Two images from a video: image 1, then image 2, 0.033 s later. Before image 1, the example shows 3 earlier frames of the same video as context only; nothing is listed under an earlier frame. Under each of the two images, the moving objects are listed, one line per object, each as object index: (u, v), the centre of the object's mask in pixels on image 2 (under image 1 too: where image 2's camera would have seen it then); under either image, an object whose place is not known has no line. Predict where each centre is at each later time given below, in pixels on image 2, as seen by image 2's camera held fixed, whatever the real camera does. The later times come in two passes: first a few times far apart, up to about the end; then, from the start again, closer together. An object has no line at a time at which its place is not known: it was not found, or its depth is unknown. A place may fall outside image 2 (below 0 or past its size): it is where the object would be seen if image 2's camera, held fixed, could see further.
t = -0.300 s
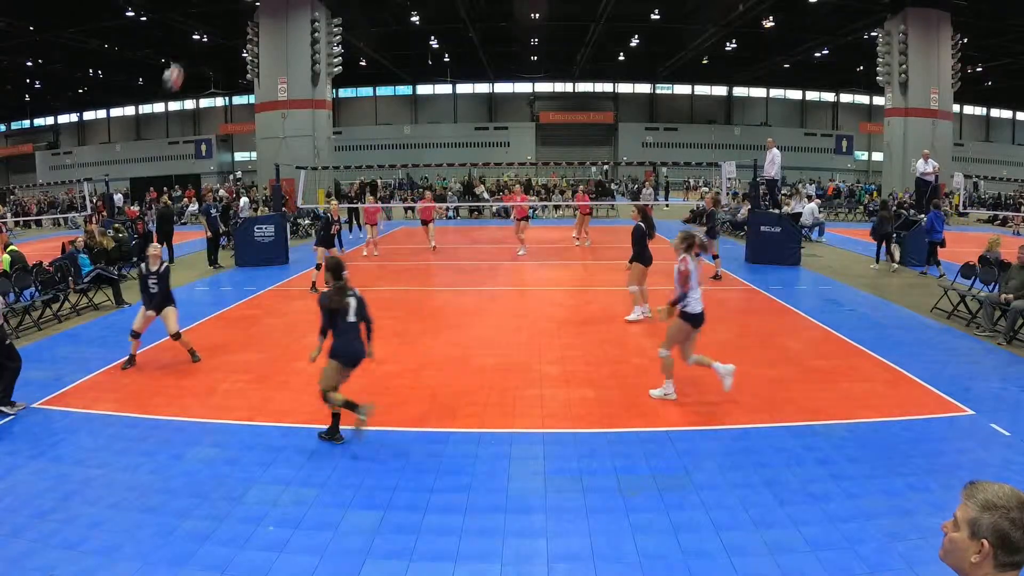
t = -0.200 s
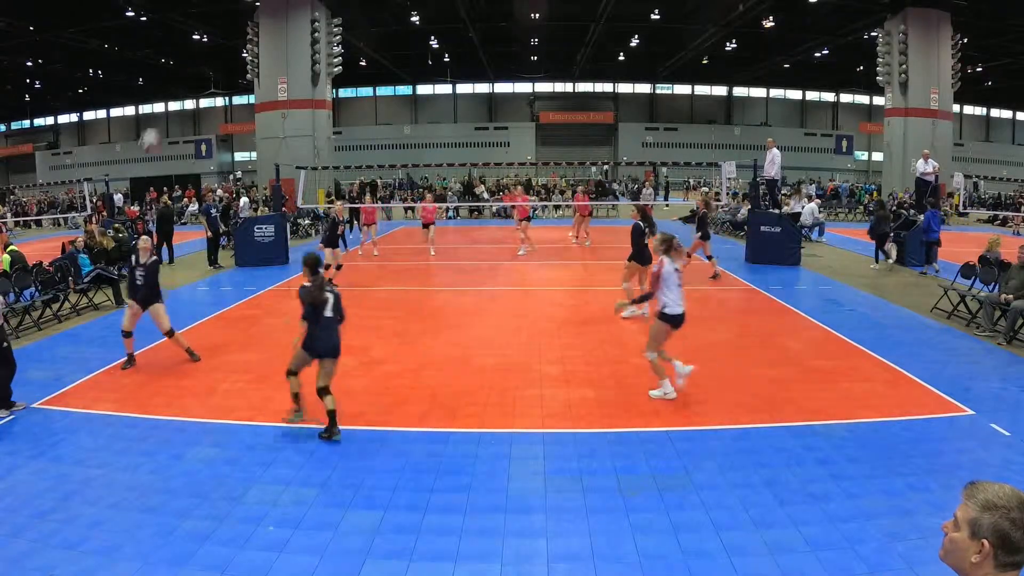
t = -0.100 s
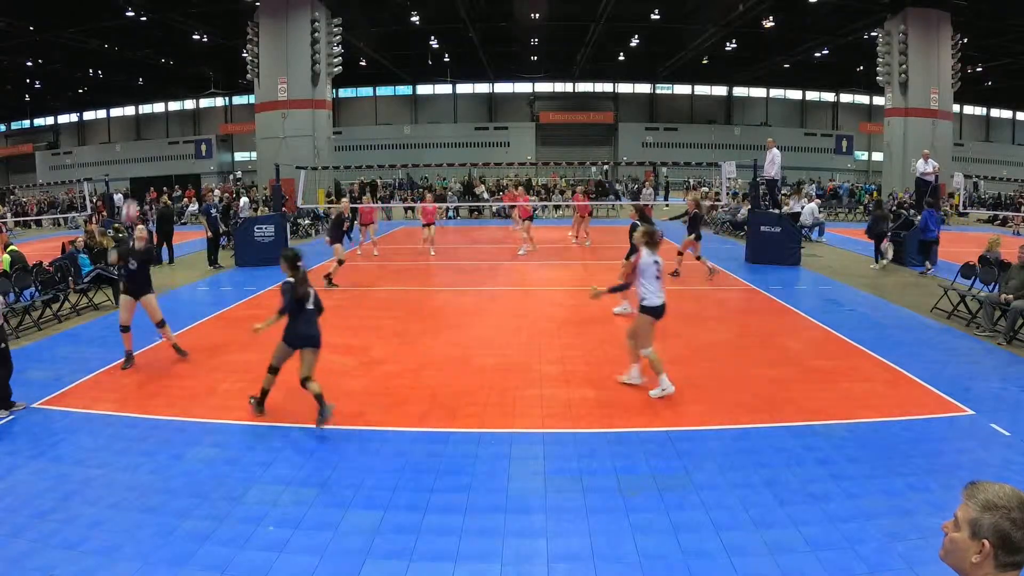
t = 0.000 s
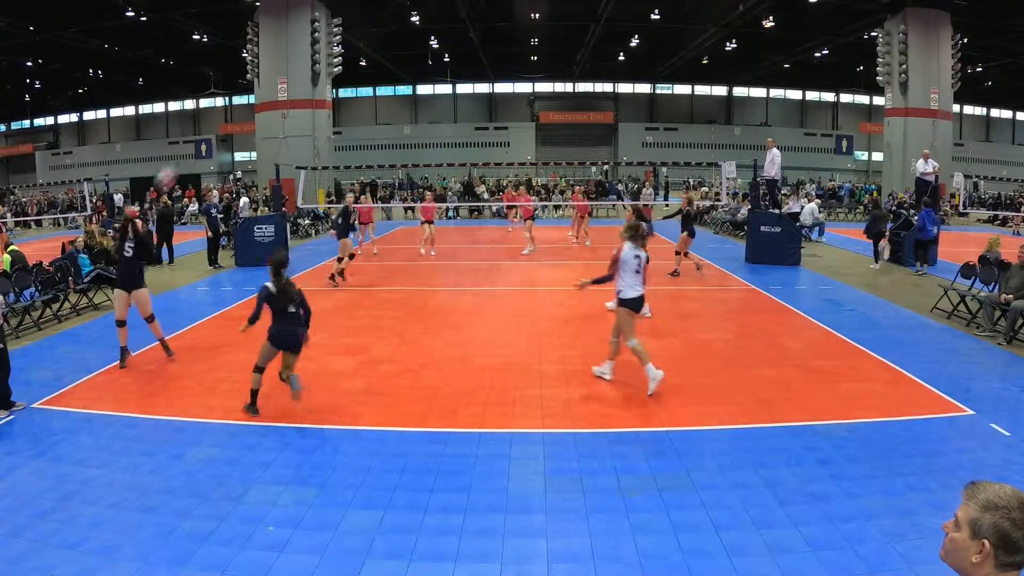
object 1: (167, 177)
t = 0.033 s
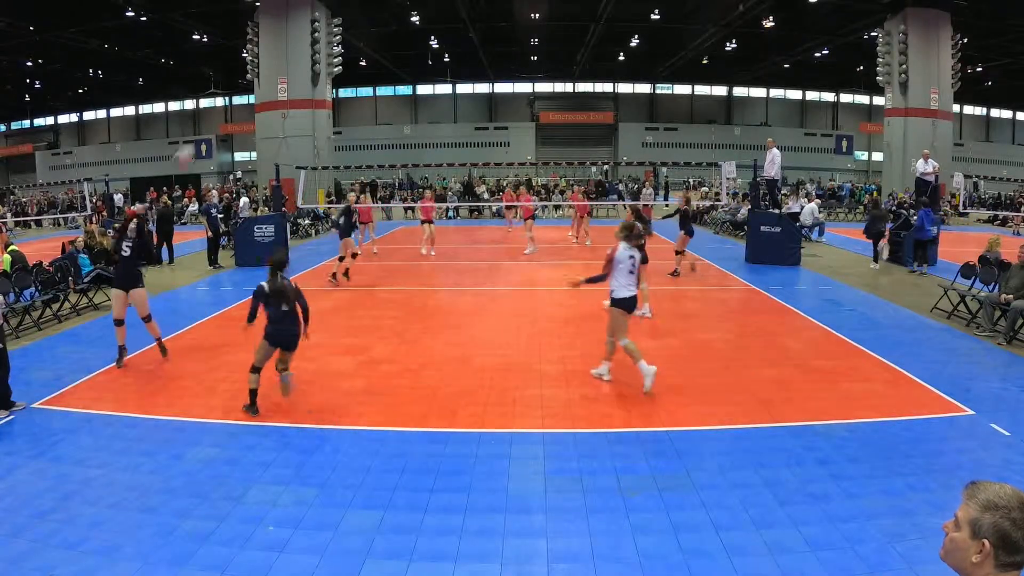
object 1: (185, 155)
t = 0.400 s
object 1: (352, 30)
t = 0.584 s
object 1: (414, 20)
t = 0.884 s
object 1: (488, 48)
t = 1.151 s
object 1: (536, 101)
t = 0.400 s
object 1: (352, 30)
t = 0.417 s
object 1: (358, 29)
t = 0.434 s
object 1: (364, 26)
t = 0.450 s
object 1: (370, 25)
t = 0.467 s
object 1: (376, 24)
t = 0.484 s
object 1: (381, 23)
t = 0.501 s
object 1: (387, 22)
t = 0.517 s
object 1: (393, 21)
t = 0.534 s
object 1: (398, 21)
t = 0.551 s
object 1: (403, 21)
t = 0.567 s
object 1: (407, 20)
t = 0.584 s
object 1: (414, 20)
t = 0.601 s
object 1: (418, 21)
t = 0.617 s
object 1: (424, 21)
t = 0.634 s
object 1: (427, 22)
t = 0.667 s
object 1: (437, 24)
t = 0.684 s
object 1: (441, 25)
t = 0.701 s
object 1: (445, 26)
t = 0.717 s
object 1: (450, 27)
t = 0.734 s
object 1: (454, 29)
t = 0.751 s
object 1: (458, 31)
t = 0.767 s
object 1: (462, 32)
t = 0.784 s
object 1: (466, 34)
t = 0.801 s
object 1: (470, 36)
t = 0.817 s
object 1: (473, 38)
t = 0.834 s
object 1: (477, 41)
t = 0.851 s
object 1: (481, 43)
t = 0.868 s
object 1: (485, 46)
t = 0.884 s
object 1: (488, 48)
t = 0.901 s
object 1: (491, 51)
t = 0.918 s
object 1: (495, 54)
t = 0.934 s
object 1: (498, 57)
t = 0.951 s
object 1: (502, 60)
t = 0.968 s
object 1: (505, 63)
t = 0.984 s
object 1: (508, 66)
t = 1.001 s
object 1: (512, 70)
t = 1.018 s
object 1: (515, 73)
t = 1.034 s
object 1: (517, 76)
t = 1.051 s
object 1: (520, 79)
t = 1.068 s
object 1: (523, 82)
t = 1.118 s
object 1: (532, 98)
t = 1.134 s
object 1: (534, 98)
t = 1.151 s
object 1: (536, 101)
